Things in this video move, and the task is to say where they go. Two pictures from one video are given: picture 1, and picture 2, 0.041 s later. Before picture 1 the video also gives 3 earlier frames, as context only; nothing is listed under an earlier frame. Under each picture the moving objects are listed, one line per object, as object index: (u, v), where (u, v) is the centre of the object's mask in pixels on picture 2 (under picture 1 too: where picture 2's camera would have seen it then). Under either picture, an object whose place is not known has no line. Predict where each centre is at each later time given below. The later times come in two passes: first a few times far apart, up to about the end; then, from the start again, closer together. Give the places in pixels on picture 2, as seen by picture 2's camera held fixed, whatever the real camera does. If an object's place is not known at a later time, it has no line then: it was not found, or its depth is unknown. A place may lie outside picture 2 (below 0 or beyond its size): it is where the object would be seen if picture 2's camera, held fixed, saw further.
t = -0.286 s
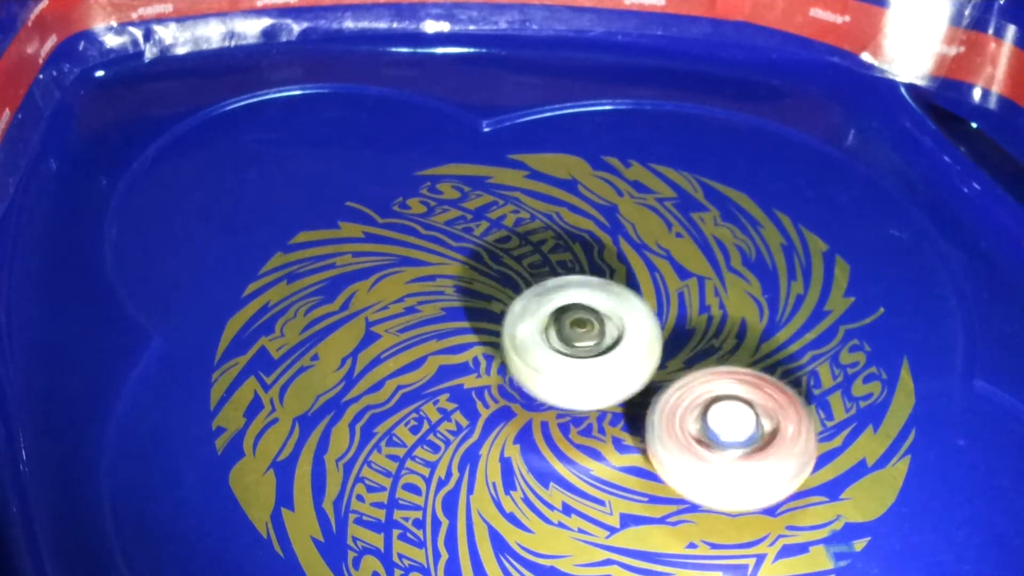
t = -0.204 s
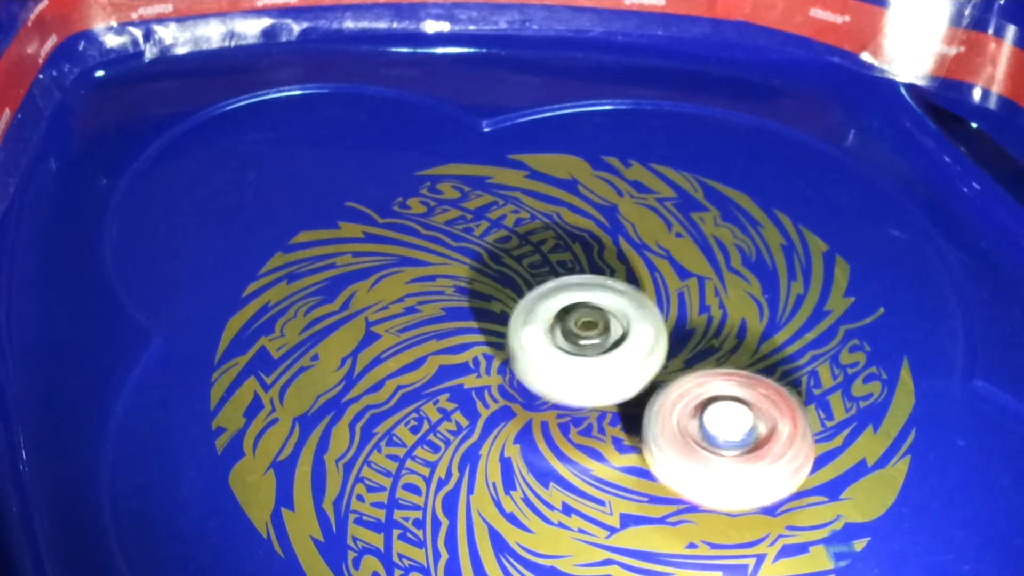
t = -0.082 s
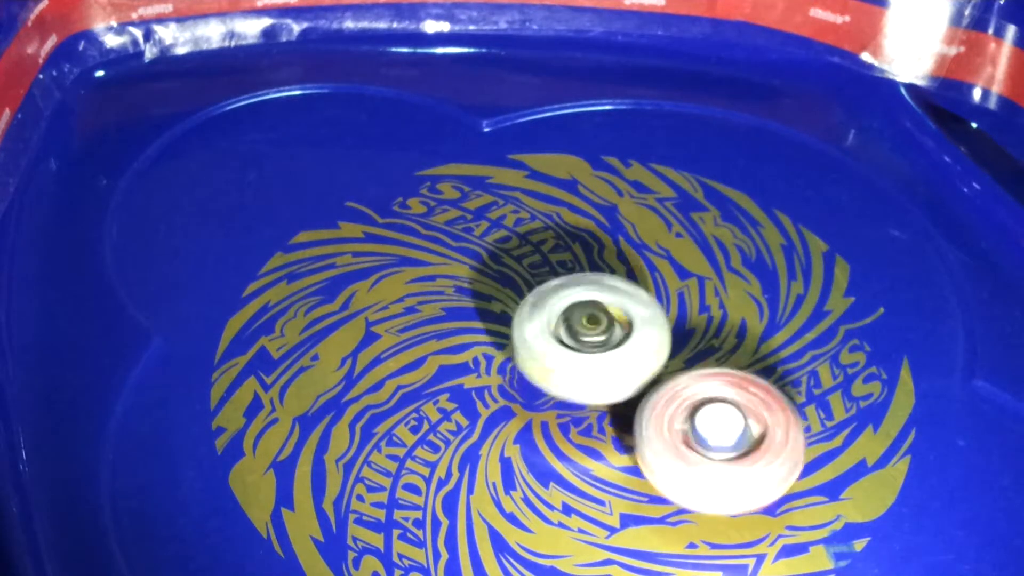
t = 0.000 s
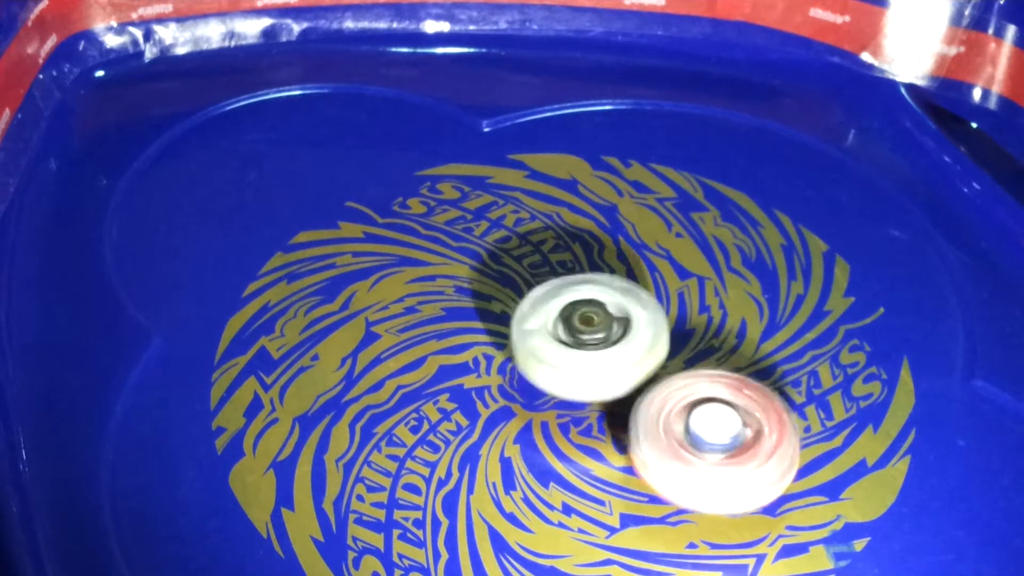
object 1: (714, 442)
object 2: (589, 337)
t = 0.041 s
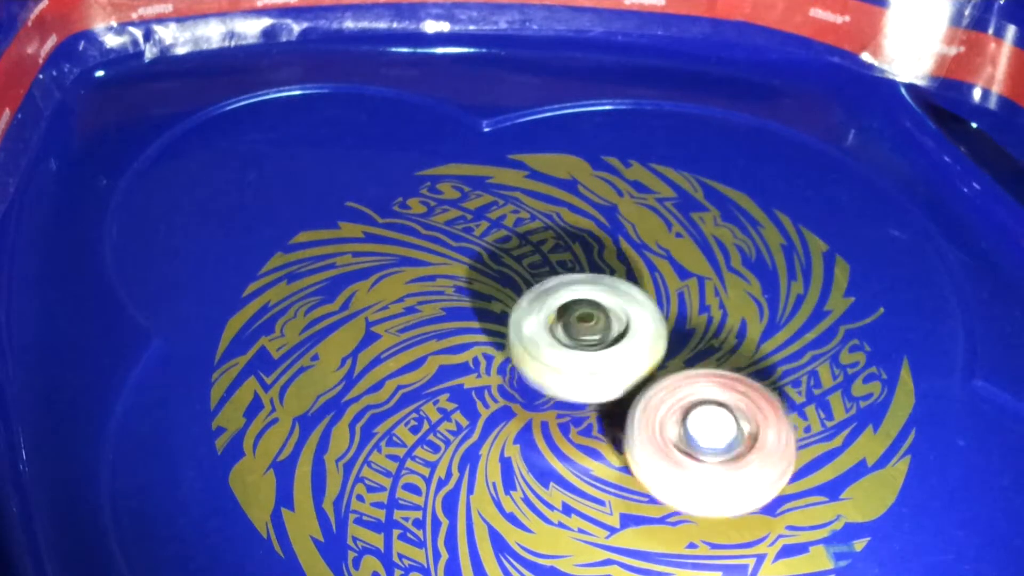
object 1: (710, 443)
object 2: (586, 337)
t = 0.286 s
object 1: (694, 451)
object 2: (571, 345)
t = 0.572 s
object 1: (681, 461)
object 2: (565, 357)
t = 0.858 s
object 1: (667, 465)
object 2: (566, 355)
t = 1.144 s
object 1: (645, 469)
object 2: (554, 347)
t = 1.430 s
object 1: (627, 479)
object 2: (548, 349)
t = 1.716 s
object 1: (614, 484)
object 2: (558, 340)
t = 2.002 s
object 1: (597, 484)
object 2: (554, 339)
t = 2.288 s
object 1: (574, 487)
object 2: (567, 340)
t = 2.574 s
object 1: (561, 491)
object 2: (566, 338)
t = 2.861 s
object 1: (544, 486)
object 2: (572, 343)
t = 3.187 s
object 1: (519, 483)
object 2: (570, 343)
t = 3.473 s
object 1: (506, 483)
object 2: (574, 346)
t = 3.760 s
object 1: (499, 474)
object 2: (571, 349)
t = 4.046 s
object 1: (481, 463)
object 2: (569, 349)
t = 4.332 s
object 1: (469, 462)
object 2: (567, 350)
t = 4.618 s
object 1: (470, 456)
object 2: (566, 350)
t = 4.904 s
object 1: (469, 459)
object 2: (588, 333)
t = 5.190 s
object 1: (472, 454)
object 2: (585, 324)
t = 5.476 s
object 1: (462, 446)
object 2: (585, 344)
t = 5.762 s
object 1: (462, 448)
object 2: (575, 347)
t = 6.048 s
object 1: (465, 438)
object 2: (587, 341)
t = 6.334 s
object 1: (454, 438)
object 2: (586, 343)
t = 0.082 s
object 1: (708, 444)
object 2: (584, 337)
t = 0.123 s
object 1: (704, 445)
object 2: (581, 338)
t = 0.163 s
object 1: (701, 446)
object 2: (580, 339)
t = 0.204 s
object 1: (699, 447)
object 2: (577, 341)
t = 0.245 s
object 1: (695, 449)
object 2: (574, 343)
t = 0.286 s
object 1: (694, 451)
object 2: (571, 345)
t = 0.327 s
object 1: (691, 452)
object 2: (570, 347)
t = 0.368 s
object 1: (688, 454)
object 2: (568, 349)
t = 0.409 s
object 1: (687, 455)
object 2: (567, 351)
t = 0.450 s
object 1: (685, 457)
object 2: (566, 354)
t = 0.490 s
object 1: (684, 458)
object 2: (566, 355)
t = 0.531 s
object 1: (683, 460)
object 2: (565, 357)
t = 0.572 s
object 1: (681, 461)
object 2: (565, 357)
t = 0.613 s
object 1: (680, 462)
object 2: (565, 358)
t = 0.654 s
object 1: (678, 463)
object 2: (565, 359)
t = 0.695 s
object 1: (676, 464)
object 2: (566, 359)
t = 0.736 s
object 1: (674, 465)
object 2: (566, 359)
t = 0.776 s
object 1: (671, 465)
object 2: (565, 358)
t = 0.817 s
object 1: (669, 465)
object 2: (566, 357)
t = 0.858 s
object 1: (667, 465)
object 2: (566, 355)
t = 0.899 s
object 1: (664, 466)
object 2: (565, 354)
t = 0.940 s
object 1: (661, 466)
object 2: (563, 353)
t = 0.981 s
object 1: (657, 466)
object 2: (562, 352)
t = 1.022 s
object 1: (654, 467)
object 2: (561, 350)
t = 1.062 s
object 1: (652, 468)
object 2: (560, 349)
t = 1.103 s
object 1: (648, 468)
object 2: (557, 347)
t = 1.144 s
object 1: (645, 469)
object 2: (554, 347)
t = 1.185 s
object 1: (642, 470)
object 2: (552, 346)
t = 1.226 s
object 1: (638, 472)
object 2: (550, 347)
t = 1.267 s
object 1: (637, 473)
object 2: (548, 346)
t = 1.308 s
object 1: (633, 474)
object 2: (548, 348)
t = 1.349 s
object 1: (631, 476)
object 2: (547, 348)
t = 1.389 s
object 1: (629, 477)
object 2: (547, 349)
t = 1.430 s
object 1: (627, 479)
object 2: (548, 349)
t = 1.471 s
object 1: (625, 480)
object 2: (549, 349)
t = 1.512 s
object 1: (624, 480)
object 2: (551, 349)
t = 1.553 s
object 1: (622, 482)
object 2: (553, 348)
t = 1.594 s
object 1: (621, 482)
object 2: (556, 347)
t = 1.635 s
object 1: (619, 483)
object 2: (557, 345)
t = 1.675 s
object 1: (618, 483)
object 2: (558, 343)
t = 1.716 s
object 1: (614, 484)
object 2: (558, 340)
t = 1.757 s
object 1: (613, 484)
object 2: (557, 338)
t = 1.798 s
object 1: (611, 483)
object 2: (556, 337)
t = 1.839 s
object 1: (607, 483)
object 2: (554, 337)
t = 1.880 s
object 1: (605, 483)
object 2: (554, 338)
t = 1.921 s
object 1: (602, 483)
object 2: (553, 337)
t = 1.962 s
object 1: (599, 483)
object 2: (553, 338)
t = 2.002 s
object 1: (597, 484)
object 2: (554, 339)
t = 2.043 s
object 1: (593, 484)
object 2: (555, 340)
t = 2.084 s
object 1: (591, 484)
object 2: (557, 341)
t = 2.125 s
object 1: (588, 484)
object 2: (559, 341)
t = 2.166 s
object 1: (584, 485)
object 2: (561, 341)
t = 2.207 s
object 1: (582, 486)
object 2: (564, 341)
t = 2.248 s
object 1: (578, 486)
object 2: (565, 340)
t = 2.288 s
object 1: (574, 487)
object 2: (567, 340)
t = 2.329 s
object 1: (574, 488)
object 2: (568, 338)
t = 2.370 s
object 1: (570, 489)
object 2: (569, 338)
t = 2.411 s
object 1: (569, 490)
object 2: (569, 337)
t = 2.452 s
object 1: (568, 490)
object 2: (569, 336)
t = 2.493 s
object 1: (565, 491)
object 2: (568, 337)
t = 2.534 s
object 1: (563, 492)
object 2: (567, 337)
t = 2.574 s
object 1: (561, 491)
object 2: (566, 338)
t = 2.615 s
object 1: (558, 491)
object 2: (566, 338)
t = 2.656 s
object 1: (557, 491)
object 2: (566, 339)
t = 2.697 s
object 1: (554, 490)
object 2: (566, 340)
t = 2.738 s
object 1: (552, 489)
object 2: (568, 341)
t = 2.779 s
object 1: (549, 488)
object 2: (568, 342)
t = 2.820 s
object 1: (546, 487)
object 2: (570, 342)
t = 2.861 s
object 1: (544, 486)
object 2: (572, 343)
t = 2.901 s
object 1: (540, 484)
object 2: (573, 343)
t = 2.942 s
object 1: (537, 484)
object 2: (574, 342)
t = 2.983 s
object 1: (534, 483)
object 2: (575, 342)
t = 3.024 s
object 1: (530, 483)
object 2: (574, 341)
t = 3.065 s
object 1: (528, 483)
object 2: (574, 340)
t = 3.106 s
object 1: (525, 483)
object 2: (572, 341)
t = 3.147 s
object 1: (521, 482)
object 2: (570, 342)
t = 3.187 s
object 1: (519, 483)
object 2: (570, 343)
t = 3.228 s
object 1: (517, 484)
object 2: (570, 345)
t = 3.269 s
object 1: (514, 484)
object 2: (571, 346)
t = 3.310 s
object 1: (513, 484)
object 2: (572, 347)
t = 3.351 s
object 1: (510, 484)
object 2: (573, 347)
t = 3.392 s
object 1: (508, 484)
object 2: (574, 347)
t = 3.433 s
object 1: (508, 483)
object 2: (574, 346)
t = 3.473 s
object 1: (506, 483)
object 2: (574, 346)
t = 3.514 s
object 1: (506, 483)
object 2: (573, 346)
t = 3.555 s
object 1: (505, 482)
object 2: (571, 346)
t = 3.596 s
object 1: (503, 481)
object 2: (570, 346)
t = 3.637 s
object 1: (503, 479)
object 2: (570, 347)
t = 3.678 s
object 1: (502, 476)
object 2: (570, 348)
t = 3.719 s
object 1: (500, 475)
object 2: (571, 349)
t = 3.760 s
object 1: (499, 474)
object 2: (571, 349)
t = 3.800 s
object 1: (497, 471)
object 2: (572, 349)
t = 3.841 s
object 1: (495, 470)
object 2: (572, 349)
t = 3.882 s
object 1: (493, 469)
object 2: (572, 349)
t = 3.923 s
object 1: (490, 467)
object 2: (572, 348)
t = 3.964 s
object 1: (488, 466)
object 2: (571, 348)
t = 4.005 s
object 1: (483, 463)
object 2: (569, 349)
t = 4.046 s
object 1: (481, 463)
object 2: (569, 349)
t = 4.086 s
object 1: (479, 462)
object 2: (569, 350)
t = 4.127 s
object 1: (476, 462)
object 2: (569, 351)
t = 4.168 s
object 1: (475, 462)
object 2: (569, 350)
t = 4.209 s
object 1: (473, 461)
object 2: (569, 350)
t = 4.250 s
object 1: (471, 462)
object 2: (568, 350)
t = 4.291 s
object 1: (470, 462)
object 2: (567, 350)
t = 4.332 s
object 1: (469, 462)
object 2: (567, 350)
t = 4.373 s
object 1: (469, 462)
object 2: (567, 350)
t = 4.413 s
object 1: (470, 461)
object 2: (567, 351)
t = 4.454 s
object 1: (469, 460)
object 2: (567, 351)
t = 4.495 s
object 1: (469, 460)
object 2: (566, 351)
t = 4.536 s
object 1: (469, 459)
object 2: (566, 350)
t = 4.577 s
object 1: (469, 457)
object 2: (567, 350)
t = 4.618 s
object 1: (470, 456)
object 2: (566, 350)
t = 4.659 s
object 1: (469, 454)
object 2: (566, 350)
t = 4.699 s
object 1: (469, 454)
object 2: (567, 350)
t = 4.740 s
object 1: (469, 452)
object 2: (567, 350)
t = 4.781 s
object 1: (466, 455)
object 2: (568, 347)
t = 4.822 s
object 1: (464, 460)
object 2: (571, 341)
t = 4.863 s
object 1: (467, 462)
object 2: (581, 337)
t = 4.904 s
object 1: (469, 459)
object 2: (588, 333)
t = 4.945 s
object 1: (467, 458)
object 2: (589, 332)
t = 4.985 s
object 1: (465, 459)
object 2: (590, 329)
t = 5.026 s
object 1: (466, 461)
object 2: (588, 328)
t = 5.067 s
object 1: (470, 461)
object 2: (587, 327)
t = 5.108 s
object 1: (474, 459)
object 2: (586, 326)
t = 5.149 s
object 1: (474, 455)
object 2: (586, 325)
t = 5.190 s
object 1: (472, 454)
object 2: (585, 324)
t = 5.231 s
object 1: (472, 453)
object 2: (585, 325)
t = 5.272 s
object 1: (472, 451)
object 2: (586, 326)
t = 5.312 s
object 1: (472, 450)
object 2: (586, 328)
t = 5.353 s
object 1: (470, 447)
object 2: (587, 330)
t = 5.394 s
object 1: (466, 445)
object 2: (587, 333)
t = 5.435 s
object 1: (463, 445)
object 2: (587, 338)
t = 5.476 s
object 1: (462, 446)
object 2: (585, 344)
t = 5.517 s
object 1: (460, 445)
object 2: (580, 345)
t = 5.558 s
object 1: (459, 446)
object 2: (577, 346)
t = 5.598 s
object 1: (459, 445)
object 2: (576, 347)
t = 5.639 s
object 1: (458, 446)
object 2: (575, 347)
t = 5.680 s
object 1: (458, 448)
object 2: (574, 347)
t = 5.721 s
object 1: (461, 448)
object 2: (574, 347)
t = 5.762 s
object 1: (462, 448)
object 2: (575, 347)
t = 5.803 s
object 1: (464, 447)
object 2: (576, 347)
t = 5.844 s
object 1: (466, 446)
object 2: (578, 346)
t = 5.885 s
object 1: (466, 445)
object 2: (580, 345)
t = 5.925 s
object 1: (467, 443)
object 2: (584, 344)
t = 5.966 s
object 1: (468, 442)
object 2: (587, 340)
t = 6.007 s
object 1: (467, 439)
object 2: (588, 338)
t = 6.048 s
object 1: (465, 438)
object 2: (587, 341)
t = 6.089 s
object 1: (463, 436)
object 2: (584, 344)
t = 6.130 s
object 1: (460, 435)
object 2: (583, 345)
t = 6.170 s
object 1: (458, 435)
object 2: (583, 345)
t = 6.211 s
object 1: (456, 435)
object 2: (587, 342)
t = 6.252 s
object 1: (454, 437)
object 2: (588, 341)
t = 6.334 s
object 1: (454, 438)
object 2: (586, 343)
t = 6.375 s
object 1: (455, 440)
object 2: (585, 344)
